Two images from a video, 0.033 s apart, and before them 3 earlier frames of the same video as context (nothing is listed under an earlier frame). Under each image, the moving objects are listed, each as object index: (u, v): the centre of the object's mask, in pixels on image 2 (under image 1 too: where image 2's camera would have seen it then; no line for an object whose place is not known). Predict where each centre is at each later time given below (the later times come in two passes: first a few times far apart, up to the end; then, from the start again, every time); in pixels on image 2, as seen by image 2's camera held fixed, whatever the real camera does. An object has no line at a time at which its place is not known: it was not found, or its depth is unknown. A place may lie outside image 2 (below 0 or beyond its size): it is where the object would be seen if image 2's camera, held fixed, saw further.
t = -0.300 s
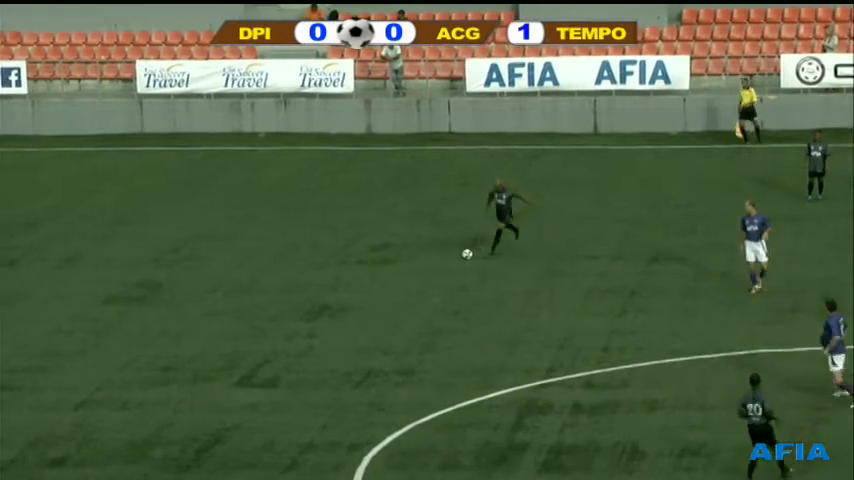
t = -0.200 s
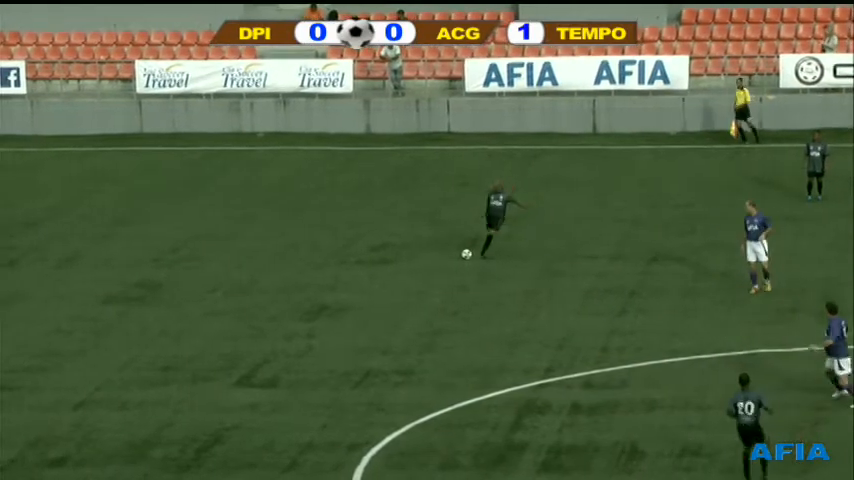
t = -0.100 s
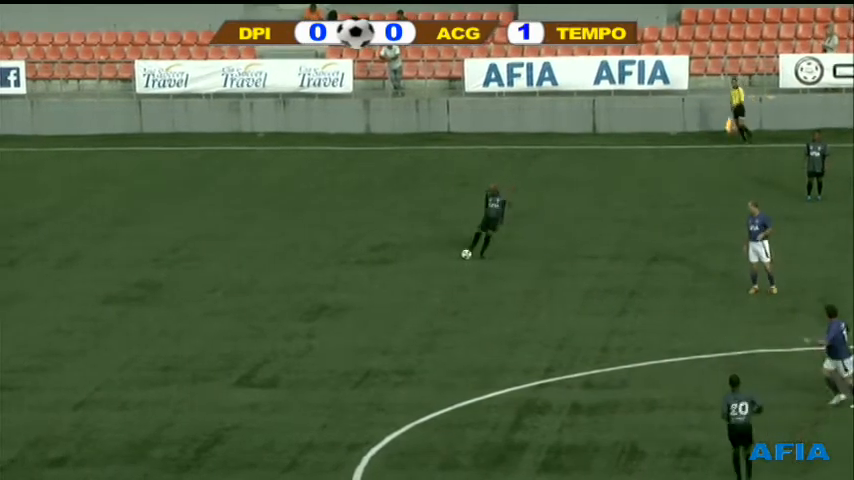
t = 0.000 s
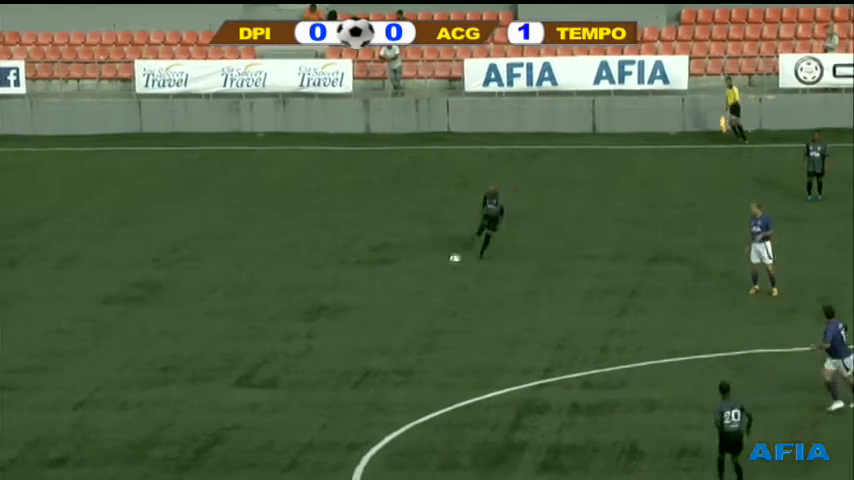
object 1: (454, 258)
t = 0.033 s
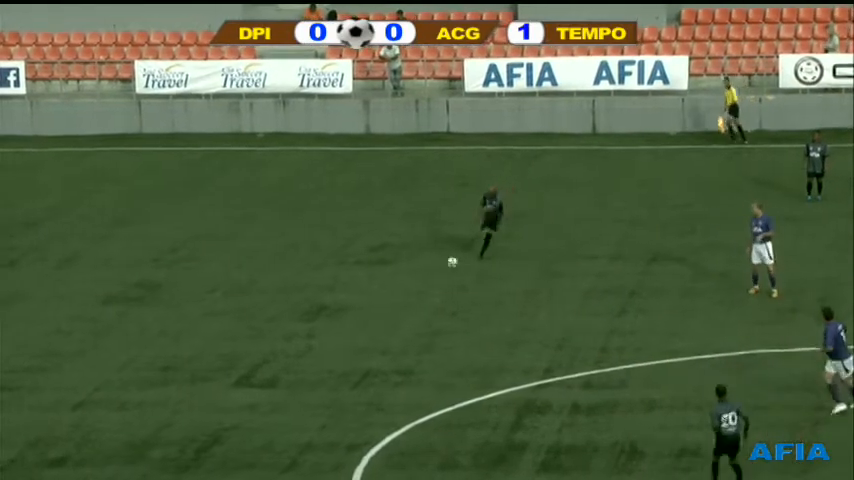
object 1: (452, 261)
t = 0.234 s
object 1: (439, 285)
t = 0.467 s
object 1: (440, 335)
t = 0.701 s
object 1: (460, 413)
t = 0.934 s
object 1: (488, 463)
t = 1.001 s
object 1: (497, 471)
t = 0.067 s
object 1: (449, 264)
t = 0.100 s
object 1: (446, 268)
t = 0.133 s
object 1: (443, 271)
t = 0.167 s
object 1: (441, 275)
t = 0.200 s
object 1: (440, 280)
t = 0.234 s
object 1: (439, 285)
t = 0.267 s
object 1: (439, 290)
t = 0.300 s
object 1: (438, 297)
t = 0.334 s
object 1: (439, 302)
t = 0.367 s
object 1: (439, 310)
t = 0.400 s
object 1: (439, 318)
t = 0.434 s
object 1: (440, 326)
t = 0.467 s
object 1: (440, 335)
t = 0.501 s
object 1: (442, 344)
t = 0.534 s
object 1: (444, 354)
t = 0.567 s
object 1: (447, 365)
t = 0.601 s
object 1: (450, 376)
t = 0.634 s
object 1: (453, 388)
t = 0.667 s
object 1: (456, 400)
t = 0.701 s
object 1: (460, 413)
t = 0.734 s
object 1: (463, 428)
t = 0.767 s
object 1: (468, 442)
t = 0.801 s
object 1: (472, 455)
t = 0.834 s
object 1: (476, 456)
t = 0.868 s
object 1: (479, 457)
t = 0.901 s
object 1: (484, 460)
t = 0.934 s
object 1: (488, 463)
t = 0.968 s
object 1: (493, 466)
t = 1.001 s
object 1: (497, 471)
